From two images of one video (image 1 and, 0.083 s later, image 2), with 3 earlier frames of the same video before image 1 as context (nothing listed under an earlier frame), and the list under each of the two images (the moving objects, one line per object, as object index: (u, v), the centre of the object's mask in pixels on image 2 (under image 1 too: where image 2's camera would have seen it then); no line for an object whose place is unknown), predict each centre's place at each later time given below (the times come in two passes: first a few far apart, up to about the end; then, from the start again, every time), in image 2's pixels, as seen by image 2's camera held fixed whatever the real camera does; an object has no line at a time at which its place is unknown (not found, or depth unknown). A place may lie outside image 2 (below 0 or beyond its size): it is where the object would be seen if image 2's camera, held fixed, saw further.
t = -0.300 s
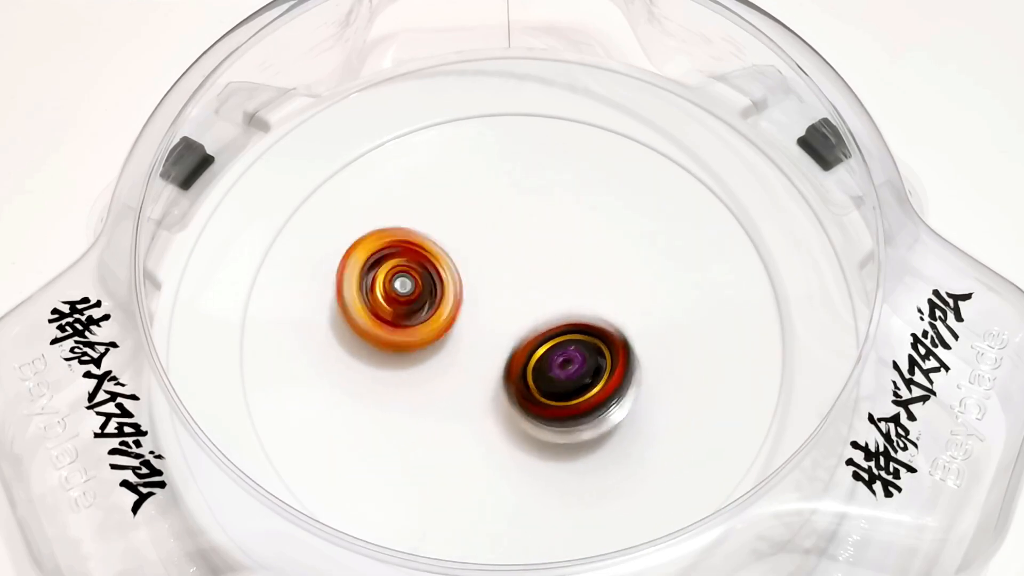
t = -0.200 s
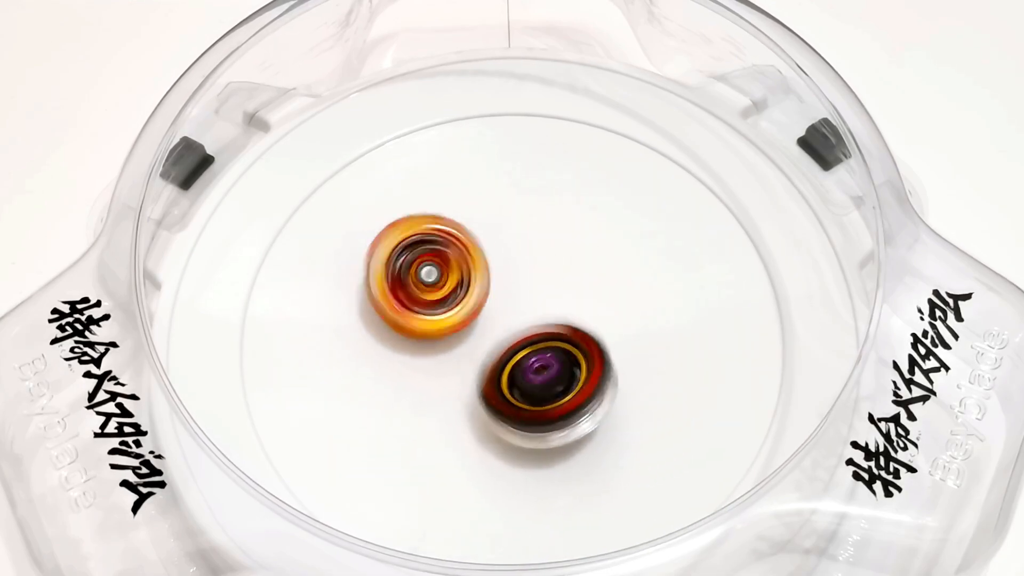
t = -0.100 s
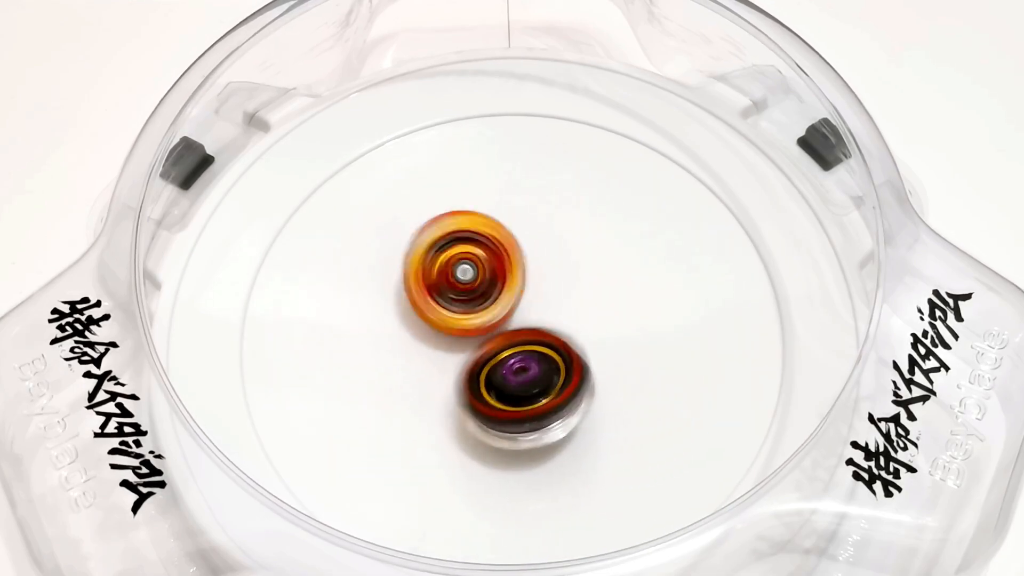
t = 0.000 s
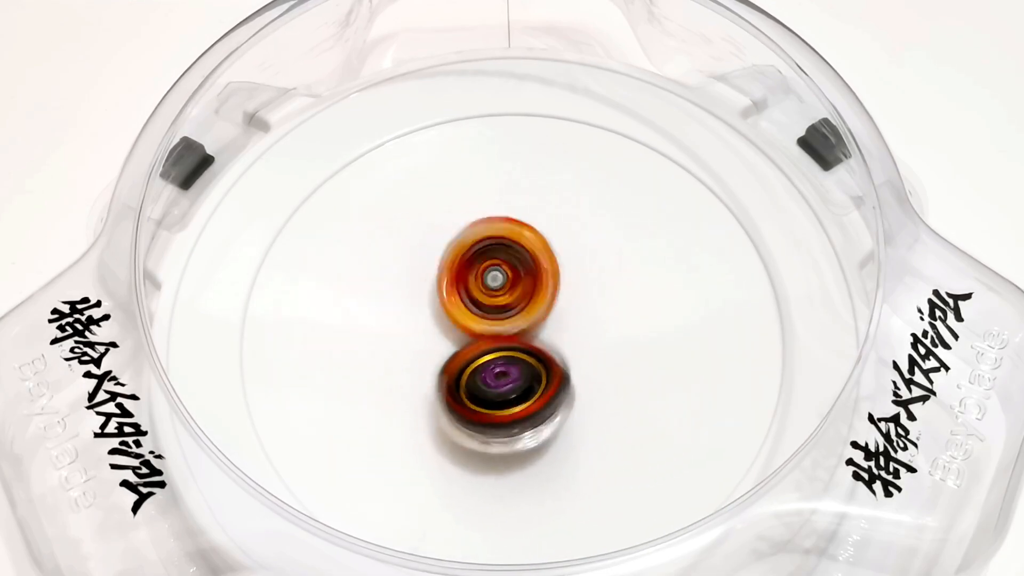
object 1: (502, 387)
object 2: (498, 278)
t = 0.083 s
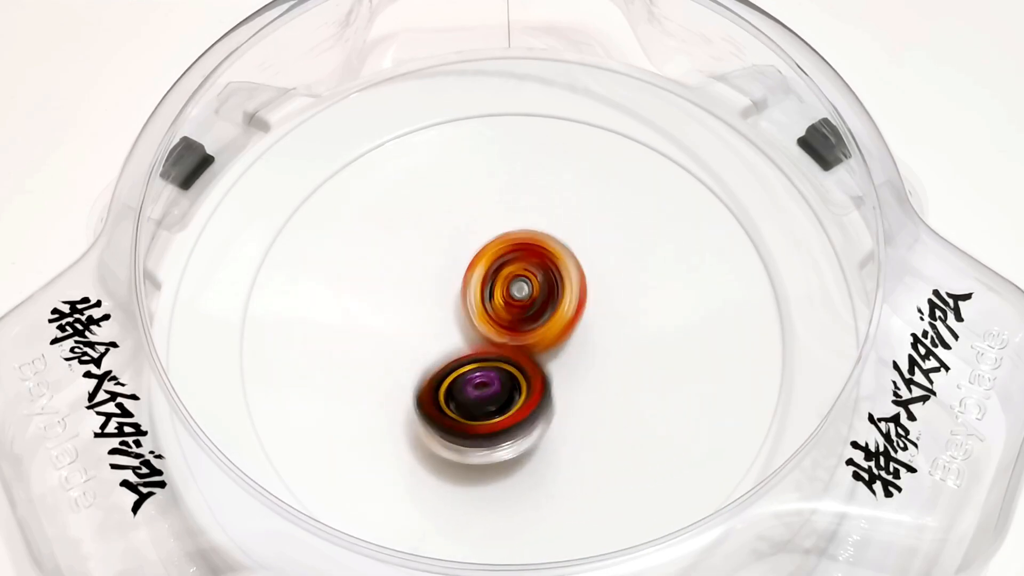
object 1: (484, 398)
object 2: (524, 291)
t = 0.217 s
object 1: (460, 400)
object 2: (557, 322)
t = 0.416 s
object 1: (402, 388)
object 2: (577, 379)
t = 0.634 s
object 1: (396, 341)
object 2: (523, 398)
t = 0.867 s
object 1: (397, 273)
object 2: (492, 369)
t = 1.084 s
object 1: (406, 235)
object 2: (506, 330)
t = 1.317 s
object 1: (441, 221)
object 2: (546, 310)
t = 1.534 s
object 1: (488, 229)
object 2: (561, 334)
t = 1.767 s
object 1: (529, 244)
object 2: (536, 358)
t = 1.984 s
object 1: (581, 247)
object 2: (469, 344)
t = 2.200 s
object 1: (589, 288)
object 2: (431, 336)
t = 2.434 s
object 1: (560, 326)
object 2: (418, 332)
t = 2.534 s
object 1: (555, 337)
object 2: (420, 333)
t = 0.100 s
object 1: (481, 399)
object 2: (530, 295)
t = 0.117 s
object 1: (479, 399)
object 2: (533, 299)
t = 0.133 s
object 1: (475, 399)
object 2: (537, 302)
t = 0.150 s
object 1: (473, 399)
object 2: (541, 306)
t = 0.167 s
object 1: (470, 398)
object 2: (546, 310)
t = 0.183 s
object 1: (468, 398)
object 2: (548, 315)
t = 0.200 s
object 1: (465, 398)
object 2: (551, 319)
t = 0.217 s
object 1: (460, 400)
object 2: (557, 322)
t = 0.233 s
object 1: (451, 402)
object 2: (564, 325)
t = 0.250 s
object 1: (445, 403)
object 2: (568, 330)
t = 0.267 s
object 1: (438, 404)
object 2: (571, 334)
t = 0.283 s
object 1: (434, 403)
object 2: (574, 339)
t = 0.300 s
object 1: (429, 403)
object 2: (576, 344)
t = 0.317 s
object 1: (425, 402)
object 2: (576, 348)
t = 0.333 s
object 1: (421, 401)
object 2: (577, 350)
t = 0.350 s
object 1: (416, 399)
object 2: (579, 352)
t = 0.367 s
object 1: (414, 397)
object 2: (581, 356)
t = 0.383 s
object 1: (407, 394)
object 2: (581, 365)
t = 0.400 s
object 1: (404, 392)
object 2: (581, 370)
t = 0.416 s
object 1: (402, 388)
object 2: (577, 379)
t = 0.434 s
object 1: (401, 382)
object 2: (573, 384)
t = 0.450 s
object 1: (399, 378)
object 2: (571, 386)
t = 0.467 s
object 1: (398, 375)
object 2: (569, 389)
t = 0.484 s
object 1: (396, 372)
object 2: (564, 393)
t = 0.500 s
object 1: (395, 369)
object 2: (561, 394)
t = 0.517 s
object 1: (394, 366)
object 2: (557, 396)
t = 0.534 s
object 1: (395, 363)
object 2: (552, 398)
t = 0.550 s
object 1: (395, 360)
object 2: (547, 399)
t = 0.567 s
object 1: (397, 357)
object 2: (542, 399)
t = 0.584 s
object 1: (397, 353)
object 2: (539, 399)
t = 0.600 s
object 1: (397, 348)
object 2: (534, 399)
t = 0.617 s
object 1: (398, 345)
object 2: (530, 399)
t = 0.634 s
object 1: (396, 341)
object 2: (523, 398)
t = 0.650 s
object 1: (396, 336)
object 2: (522, 398)
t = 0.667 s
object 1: (393, 331)
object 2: (519, 397)
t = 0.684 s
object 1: (393, 326)
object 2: (515, 396)
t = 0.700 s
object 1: (392, 322)
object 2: (510, 394)
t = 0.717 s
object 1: (394, 317)
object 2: (505, 392)
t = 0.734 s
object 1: (394, 312)
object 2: (503, 389)
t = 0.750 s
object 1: (393, 305)
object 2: (502, 387)
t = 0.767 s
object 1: (392, 300)
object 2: (502, 386)
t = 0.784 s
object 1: (390, 293)
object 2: (498, 384)
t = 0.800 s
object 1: (392, 289)
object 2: (497, 381)
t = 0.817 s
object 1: (392, 284)
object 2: (495, 379)
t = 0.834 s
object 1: (395, 282)
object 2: (495, 376)
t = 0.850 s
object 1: (396, 278)
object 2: (494, 373)
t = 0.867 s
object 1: (397, 273)
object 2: (492, 369)
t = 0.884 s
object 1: (398, 271)
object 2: (492, 366)
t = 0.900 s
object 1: (397, 266)
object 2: (492, 362)
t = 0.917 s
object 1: (399, 265)
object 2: (492, 359)
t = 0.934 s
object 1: (398, 263)
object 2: (491, 356)
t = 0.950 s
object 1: (402, 261)
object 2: (491, 351)
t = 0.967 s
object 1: (402, 259)
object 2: (492, 347)
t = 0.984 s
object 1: (403, 253)
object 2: (495, 346)
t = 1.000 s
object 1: (403, 250)
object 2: (497, 344)
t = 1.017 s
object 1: (402, 245)
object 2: (498, 342)
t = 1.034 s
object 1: (403, 242)
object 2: (499, 338)
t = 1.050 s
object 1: (402, 239)
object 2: (501, 334)
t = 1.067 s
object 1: (405, 238)
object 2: (503, 332)
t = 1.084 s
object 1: (406, 235)
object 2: (506, 330)
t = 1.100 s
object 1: (408, 231)
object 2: (508, 328)
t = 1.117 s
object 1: (409, 229)
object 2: (512, 325)
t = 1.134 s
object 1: (410, 226)
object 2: (515, 323)
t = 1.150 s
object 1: (412, 226)
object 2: (517, 322)
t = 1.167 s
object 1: (413, 224)
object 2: (520, 320)
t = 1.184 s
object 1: (417, 224)
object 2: (522, 319)
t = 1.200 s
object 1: (419, 223)
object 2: (525, 316)
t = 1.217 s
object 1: (422, 221)
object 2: (529, 314)
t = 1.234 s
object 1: (425, 221)
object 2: (532, 313)
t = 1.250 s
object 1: (426, 219)
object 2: (535, 313)
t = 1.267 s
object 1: (431, 220)
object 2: (538, 313)
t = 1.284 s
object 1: (433, 220)
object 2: (540, 312)
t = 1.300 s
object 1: (438, 220)
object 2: (543, 311)
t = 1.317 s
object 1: (441, 221)
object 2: (546, 310)
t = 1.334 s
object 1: (445, 219)
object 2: (548, 310)
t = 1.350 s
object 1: (448, 221)
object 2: (550, 311)
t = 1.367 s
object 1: (451, 221)
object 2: (552, 311)
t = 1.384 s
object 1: (456, 224)
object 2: (554, 312)
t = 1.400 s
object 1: (459, 225)
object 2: (556, 312)
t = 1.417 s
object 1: (464, 226)
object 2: (557, 313)
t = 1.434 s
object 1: (467, 228)
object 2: (558, 314)
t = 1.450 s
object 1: (471, 228)
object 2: (559, 317)
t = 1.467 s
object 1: (474, 229)
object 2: (561, 321)
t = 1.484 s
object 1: (477, 229)
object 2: (561, 324)
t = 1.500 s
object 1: (482, 230)
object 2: (561, 326)
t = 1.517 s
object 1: (484, 230)
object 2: (561, 331)
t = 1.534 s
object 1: (488, 229)
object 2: (561, 334)
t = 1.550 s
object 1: (490, 230)
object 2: (561, 337)
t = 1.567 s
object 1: (492, 229)
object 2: (560, 339)
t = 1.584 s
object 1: (497, 231)
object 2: (560, 341)
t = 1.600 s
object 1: (499, 231)
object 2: (559, 343)
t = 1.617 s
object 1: (503, 232)
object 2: (559, 344)
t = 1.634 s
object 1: (506, 234)
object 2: (559, 346)
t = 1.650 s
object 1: (508, 234)
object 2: (558, 347)
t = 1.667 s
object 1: (513, 236)
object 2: (557, 349)
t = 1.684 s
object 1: (513, 237)
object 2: (555, 352)
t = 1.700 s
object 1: (518, 239)
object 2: (551, 354)
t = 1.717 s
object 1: (520, 242)
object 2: (547, 356)
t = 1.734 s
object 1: (523, 241)
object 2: (543, 357)
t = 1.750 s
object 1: (527, 244)
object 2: (539, 357)
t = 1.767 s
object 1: (529, 244)
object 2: (536, 358)
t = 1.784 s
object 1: (533, 243)
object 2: (532, 357)
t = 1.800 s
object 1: (536, 246)
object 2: (530, 356)
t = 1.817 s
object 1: (539, 245)
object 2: (528, 356)
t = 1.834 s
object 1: (543, 245)
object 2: (522, 356)
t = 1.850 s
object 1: (547, 242)
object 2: (516, 357)
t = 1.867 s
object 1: (552, 244)
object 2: (509, 356)
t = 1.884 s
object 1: (555, 246)
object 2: (503, 354)
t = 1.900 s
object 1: (558, 246)
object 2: (498, 352)
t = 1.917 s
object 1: (562, 248)
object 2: (493, 346)
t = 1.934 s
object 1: (567, 246)
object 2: (485, 348)
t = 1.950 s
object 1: (572, 246)
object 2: (479, 347)
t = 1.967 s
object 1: (577, 248)
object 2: (474, 346)
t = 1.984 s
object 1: (581, 247)
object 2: (469, 344)
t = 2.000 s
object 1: (586, 249)
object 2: (463, 344)
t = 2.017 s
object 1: (586, 252)
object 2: (459, 343)
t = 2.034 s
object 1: (590, 254)
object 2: (454, 342)
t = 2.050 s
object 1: (592, 258)
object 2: (450, 341)
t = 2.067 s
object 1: (593, 259)
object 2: (446, 341)
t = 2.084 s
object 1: (595, 263)
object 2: (443, 342)
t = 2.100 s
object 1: (593, 268)
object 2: (441, 341)
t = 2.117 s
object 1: (594, 270)
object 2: (438, 339)
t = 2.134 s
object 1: (595, 275)
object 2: (436, 339)
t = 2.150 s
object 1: (593, 277)
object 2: (434, 338)
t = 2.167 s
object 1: (592, 281)
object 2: (433, 337)
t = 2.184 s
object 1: (590, 286)
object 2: (431, 336)
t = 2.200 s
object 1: (589, 288)
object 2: (431, 336)
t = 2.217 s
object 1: (588, 292)
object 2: (430, 336)
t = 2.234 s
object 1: (583, 295)
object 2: (429, 336)
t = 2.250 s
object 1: (581, 299)
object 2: (428, 335)
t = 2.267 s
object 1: (579, 304)
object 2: (427, 333)
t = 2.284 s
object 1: (576, 305)
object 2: (426, 333)
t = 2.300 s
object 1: (573, 308)
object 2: (426, 333)
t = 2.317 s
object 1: (568, 312)
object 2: (425, 333)
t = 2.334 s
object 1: (566, 314)
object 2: (425, 333)
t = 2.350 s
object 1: (564, 317)
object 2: (425, 333)
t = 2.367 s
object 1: (558, 318)
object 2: (426, 334)
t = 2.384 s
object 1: (558, 321)
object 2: (423, 333)
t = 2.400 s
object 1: (559, 324)
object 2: (421, 333)
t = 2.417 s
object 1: (561, 324)
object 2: (420, 333)
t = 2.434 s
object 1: (560, 326)
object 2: (418, 332)
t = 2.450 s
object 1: (558, 330)
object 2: (418, 333)
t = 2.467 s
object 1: (559, 330)
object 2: (417, 333)
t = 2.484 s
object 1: (559, 332)
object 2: (418, 333)
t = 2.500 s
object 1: (555, 333)
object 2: (419, 333)
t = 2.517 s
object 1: (554, 334)
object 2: (421, 333)
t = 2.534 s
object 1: (555, 337)
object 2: (420, 333)
